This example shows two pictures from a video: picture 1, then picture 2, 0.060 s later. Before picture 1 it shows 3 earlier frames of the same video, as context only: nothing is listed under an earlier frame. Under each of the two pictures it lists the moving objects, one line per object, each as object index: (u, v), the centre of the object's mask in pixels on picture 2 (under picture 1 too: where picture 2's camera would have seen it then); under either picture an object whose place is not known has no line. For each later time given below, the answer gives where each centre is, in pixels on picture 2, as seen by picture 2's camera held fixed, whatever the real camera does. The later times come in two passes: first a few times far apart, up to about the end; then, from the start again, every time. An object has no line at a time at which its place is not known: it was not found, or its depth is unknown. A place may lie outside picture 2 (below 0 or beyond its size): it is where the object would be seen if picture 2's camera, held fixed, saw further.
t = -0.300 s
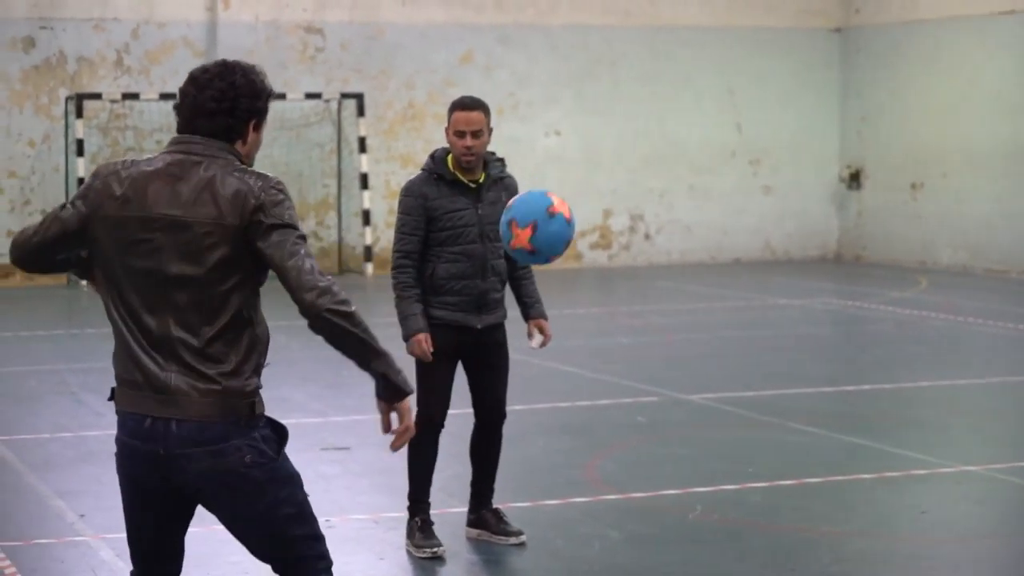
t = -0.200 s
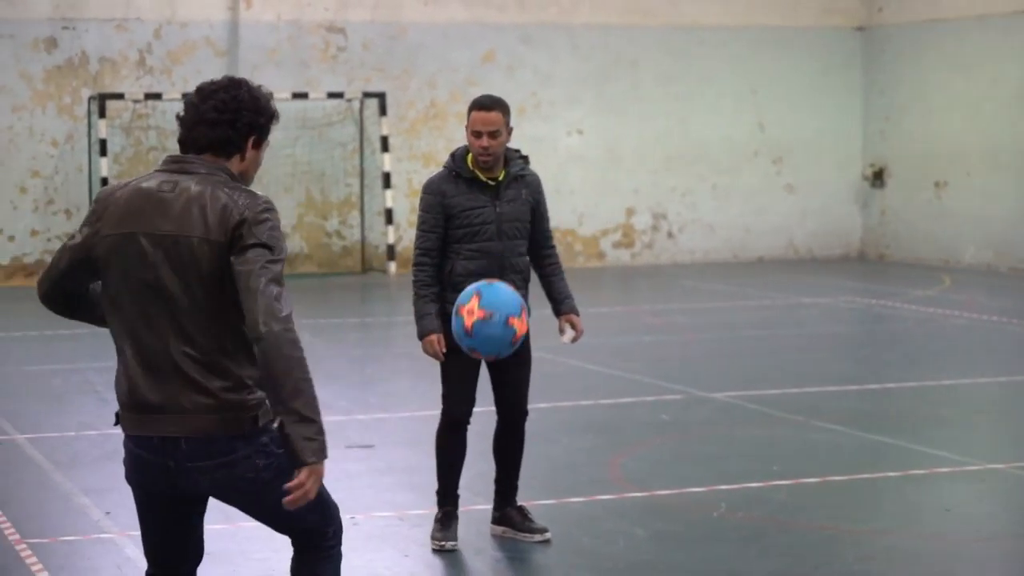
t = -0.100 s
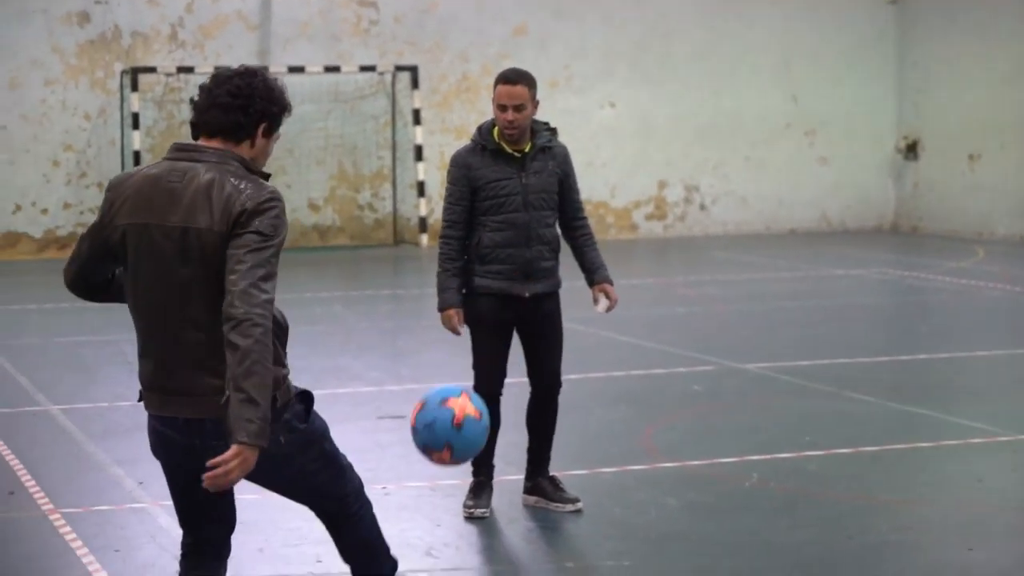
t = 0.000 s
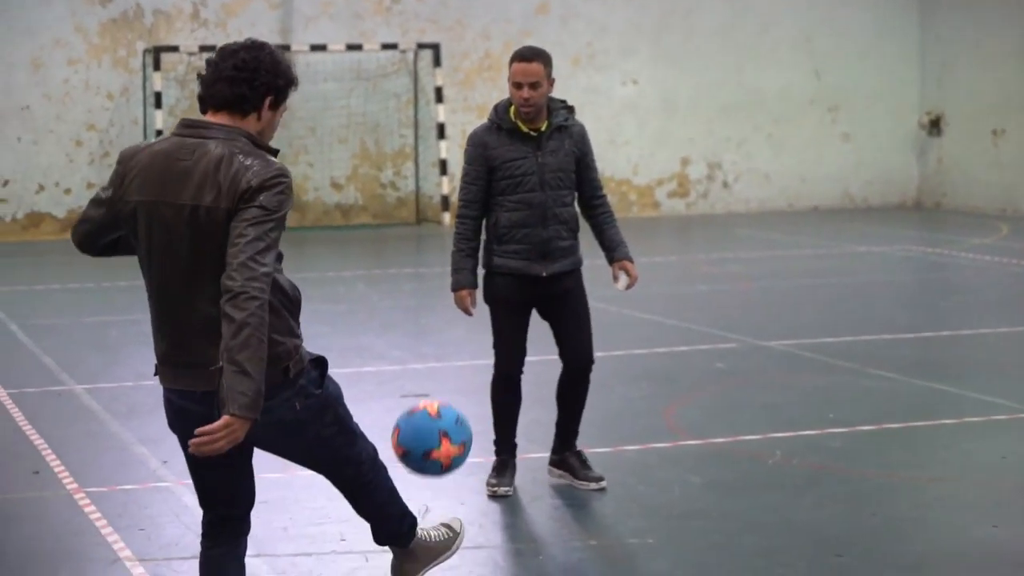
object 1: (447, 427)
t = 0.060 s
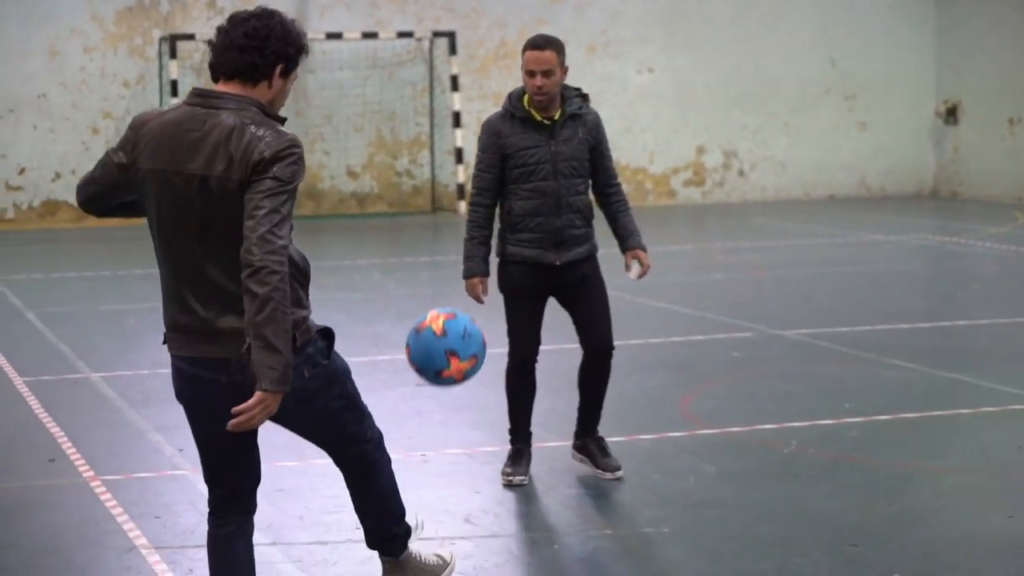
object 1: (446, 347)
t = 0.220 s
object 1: (445, 186)
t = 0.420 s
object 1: (446, 97)
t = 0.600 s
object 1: (453, 140)
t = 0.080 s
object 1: (446, 323)
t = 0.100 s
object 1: (445, 299)
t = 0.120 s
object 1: (445, 277)
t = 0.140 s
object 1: (445, 257)
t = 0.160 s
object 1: (445, 237)
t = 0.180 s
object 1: (444, 219)
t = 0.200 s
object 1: (445, 202)
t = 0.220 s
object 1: (445, 186)
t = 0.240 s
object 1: (443, 169)
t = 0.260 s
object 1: (443, 154)
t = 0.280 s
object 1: (442, 143)
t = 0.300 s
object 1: (443, 132)
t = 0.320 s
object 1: (443, 122)
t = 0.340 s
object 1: (443, 114)
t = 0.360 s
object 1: (444, 108)
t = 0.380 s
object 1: (445, 103)
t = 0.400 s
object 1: (445, 99)
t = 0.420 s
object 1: (446, 97)
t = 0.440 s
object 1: (446, 96)
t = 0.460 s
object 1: (447, 97)
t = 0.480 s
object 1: (448, 99)
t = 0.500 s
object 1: (449, 103)
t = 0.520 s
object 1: (450, 106)
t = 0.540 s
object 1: (451, 113)
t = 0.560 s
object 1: (451, 120)
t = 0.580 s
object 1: (452, 129)
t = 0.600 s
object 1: (453, 140)
